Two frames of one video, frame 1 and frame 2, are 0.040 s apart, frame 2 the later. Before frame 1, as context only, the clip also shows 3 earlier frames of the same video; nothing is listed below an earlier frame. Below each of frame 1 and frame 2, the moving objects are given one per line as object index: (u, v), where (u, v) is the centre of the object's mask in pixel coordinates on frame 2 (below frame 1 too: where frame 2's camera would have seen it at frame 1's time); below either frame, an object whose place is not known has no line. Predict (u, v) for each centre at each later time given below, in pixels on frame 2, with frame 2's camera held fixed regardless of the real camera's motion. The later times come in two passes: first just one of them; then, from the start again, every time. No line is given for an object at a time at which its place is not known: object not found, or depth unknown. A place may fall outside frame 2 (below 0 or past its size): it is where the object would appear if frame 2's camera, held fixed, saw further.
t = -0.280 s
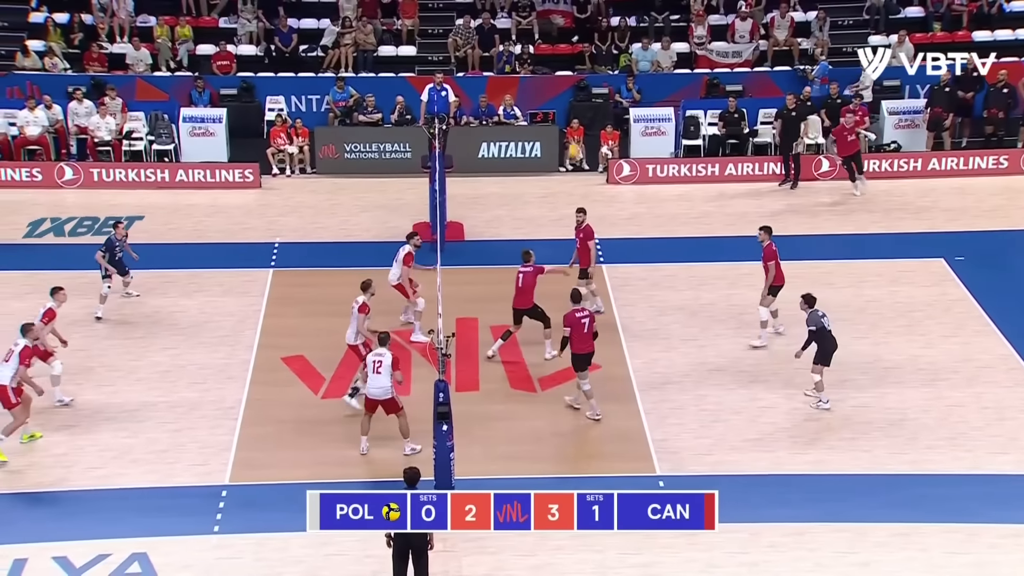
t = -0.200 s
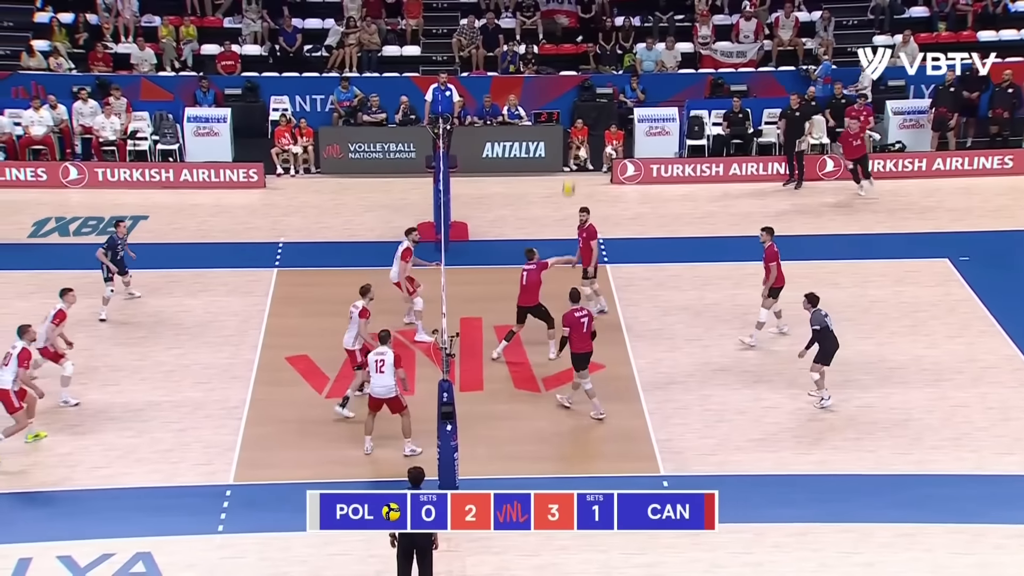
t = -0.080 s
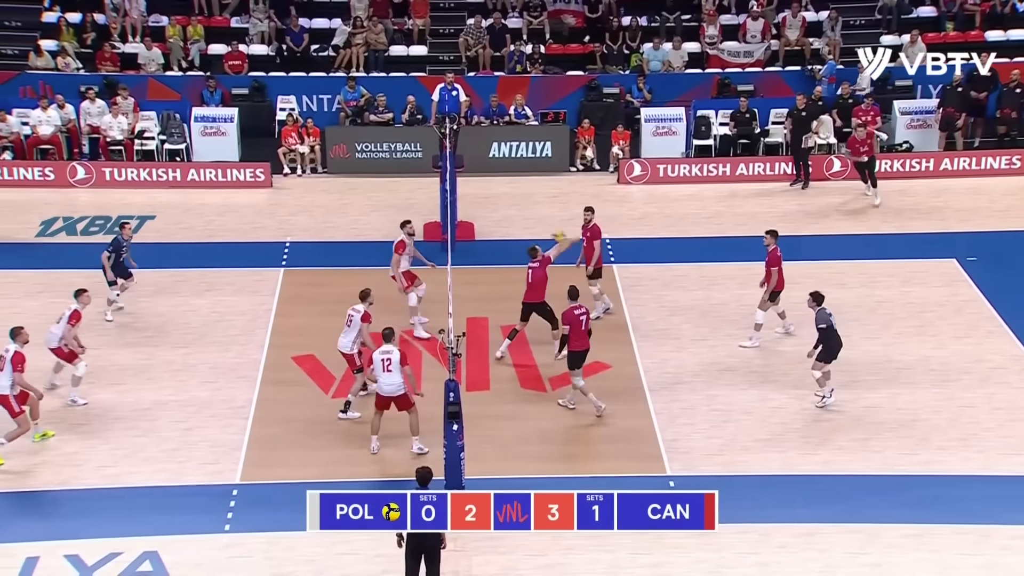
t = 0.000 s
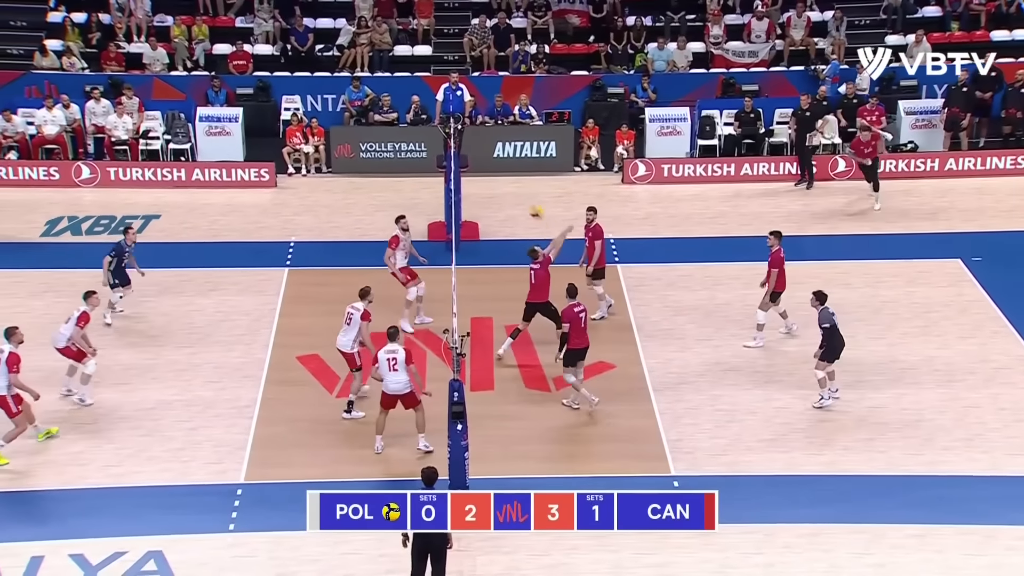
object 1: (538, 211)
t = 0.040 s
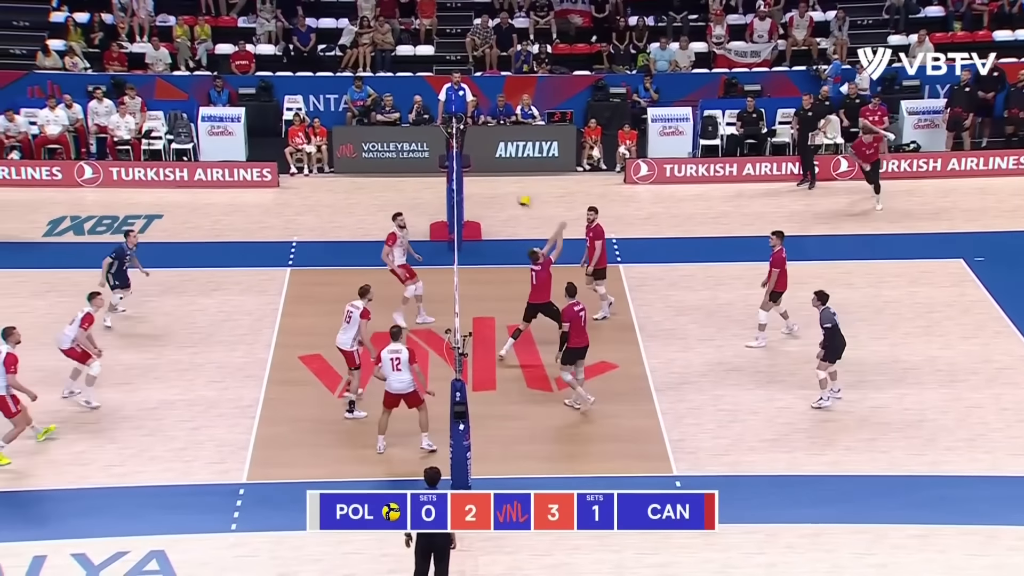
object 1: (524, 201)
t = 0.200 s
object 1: (470, 167)
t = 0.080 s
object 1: (511, 192)
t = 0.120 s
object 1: (498, 182)
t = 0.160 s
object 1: (484, 174)
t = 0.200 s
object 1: (470, 167)
